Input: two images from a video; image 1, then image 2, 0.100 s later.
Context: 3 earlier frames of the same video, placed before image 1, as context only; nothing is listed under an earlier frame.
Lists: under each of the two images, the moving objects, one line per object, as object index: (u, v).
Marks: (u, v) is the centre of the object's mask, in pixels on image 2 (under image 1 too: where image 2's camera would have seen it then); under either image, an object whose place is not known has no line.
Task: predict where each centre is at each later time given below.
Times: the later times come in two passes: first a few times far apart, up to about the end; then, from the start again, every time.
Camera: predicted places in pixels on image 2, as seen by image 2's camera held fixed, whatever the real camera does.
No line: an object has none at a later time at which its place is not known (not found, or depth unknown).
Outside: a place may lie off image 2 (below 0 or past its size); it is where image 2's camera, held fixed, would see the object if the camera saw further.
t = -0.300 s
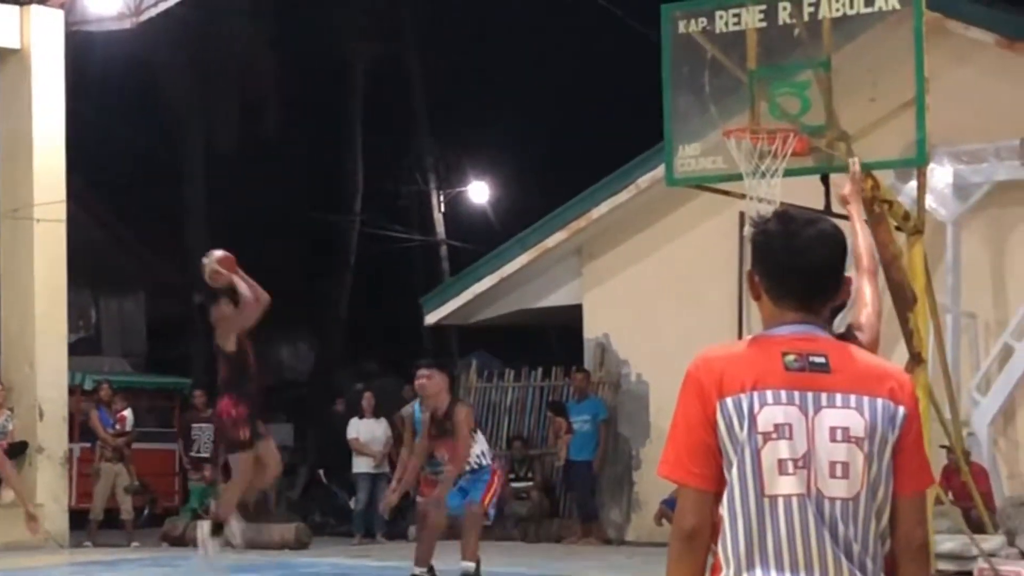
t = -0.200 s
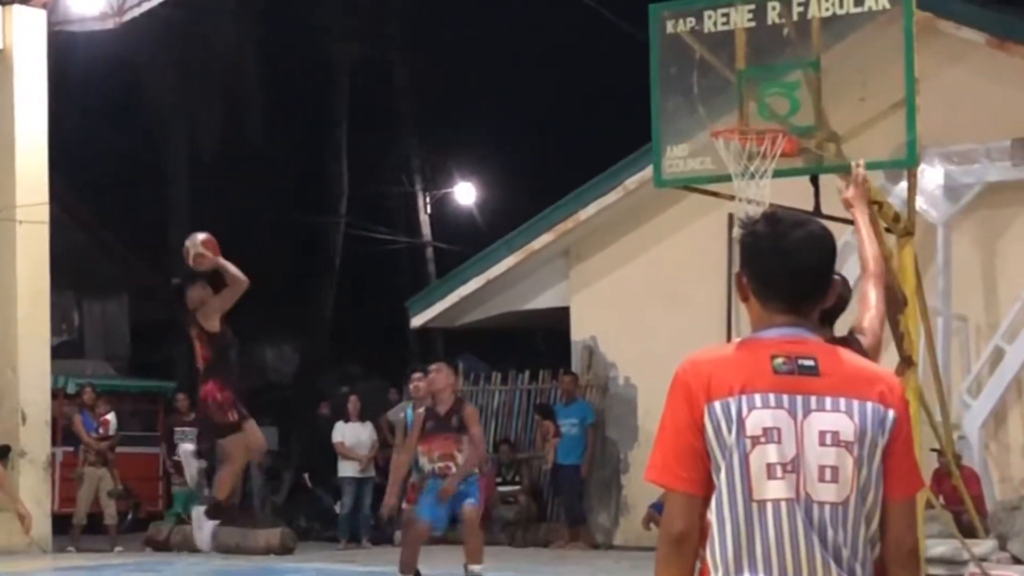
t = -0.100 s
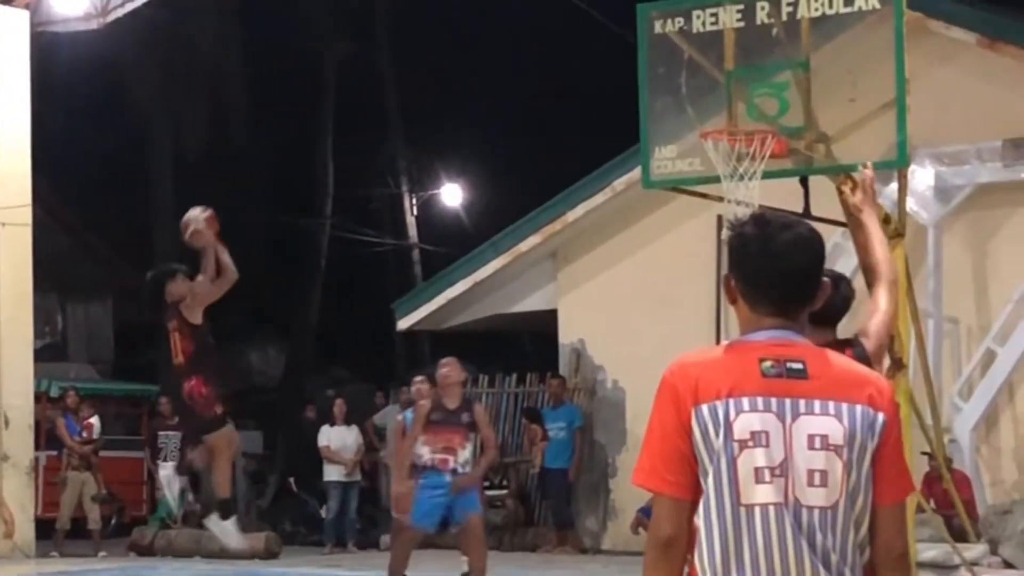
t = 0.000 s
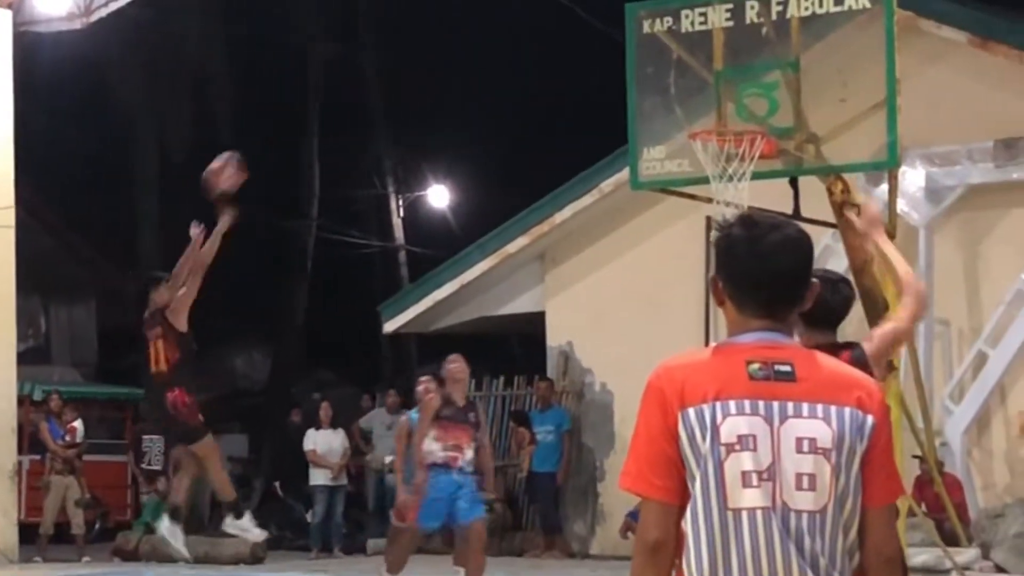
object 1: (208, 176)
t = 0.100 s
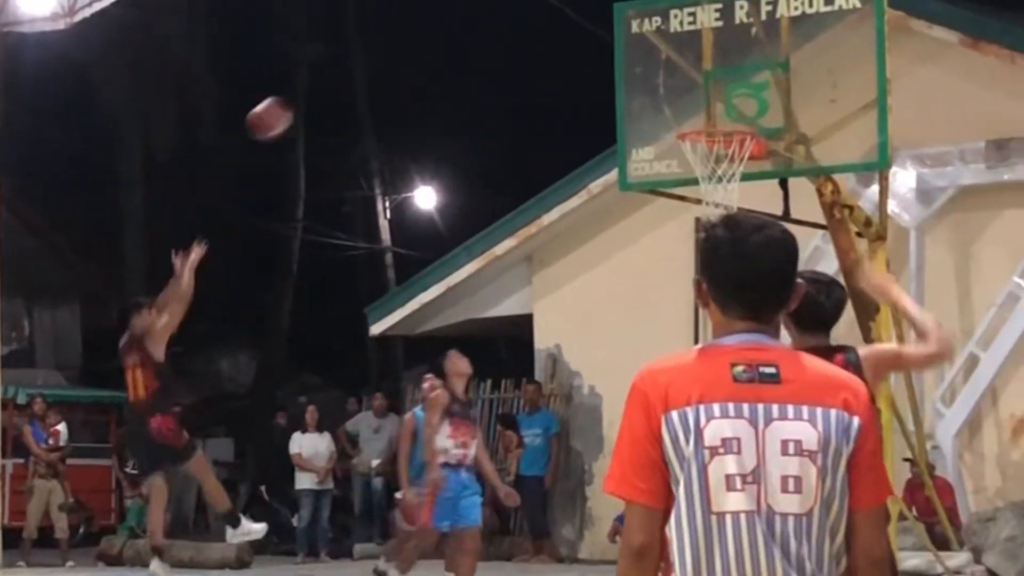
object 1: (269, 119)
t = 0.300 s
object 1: (391, 51)
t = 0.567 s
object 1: (557, 51)
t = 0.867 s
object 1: (687, 92)
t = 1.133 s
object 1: (720, 97)
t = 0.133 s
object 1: (289, 104)
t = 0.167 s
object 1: (310, 90)
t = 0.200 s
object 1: (330, 77)
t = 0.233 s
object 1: (351, 66)
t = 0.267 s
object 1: (371, 58)
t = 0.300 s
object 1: (391, 51)
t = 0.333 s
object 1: (412, 44)
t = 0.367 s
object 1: (432, 40)
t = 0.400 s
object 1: (453, 37)
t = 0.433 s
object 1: (473, 36)
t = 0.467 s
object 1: (494, 36)
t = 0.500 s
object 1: (514, 39)
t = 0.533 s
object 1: (536, 43)
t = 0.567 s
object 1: (557, 51)
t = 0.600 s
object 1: (579, 59)
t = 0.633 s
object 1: (597, 70)
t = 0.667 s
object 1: (620, 82)
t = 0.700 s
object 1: (643, 94)
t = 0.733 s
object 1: (662, 109)
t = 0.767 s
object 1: (677, 116)
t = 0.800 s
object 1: (680, 107)
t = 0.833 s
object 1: (683, 99)
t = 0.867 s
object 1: (687, 92)
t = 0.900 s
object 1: (691, 85)
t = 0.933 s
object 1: (694, 82)
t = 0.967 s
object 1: (698, 80)
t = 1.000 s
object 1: (703, 80)
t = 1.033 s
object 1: (707, 81)
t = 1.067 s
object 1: (712, 84)
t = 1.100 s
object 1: (715, 89)
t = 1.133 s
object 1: (720, 97)
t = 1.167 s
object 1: (725, 104)
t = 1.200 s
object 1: (729, 111)
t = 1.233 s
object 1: (730, 108)
